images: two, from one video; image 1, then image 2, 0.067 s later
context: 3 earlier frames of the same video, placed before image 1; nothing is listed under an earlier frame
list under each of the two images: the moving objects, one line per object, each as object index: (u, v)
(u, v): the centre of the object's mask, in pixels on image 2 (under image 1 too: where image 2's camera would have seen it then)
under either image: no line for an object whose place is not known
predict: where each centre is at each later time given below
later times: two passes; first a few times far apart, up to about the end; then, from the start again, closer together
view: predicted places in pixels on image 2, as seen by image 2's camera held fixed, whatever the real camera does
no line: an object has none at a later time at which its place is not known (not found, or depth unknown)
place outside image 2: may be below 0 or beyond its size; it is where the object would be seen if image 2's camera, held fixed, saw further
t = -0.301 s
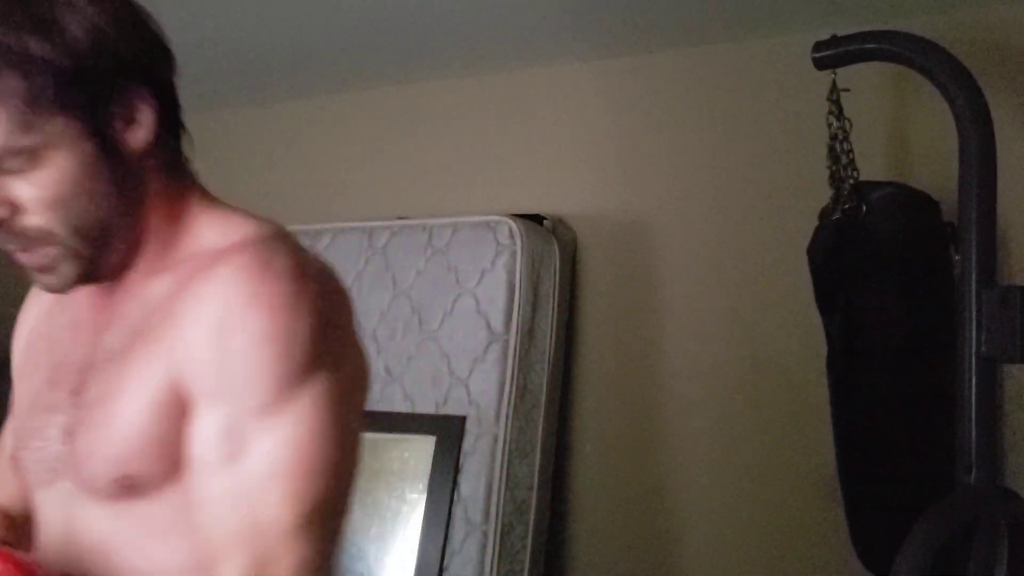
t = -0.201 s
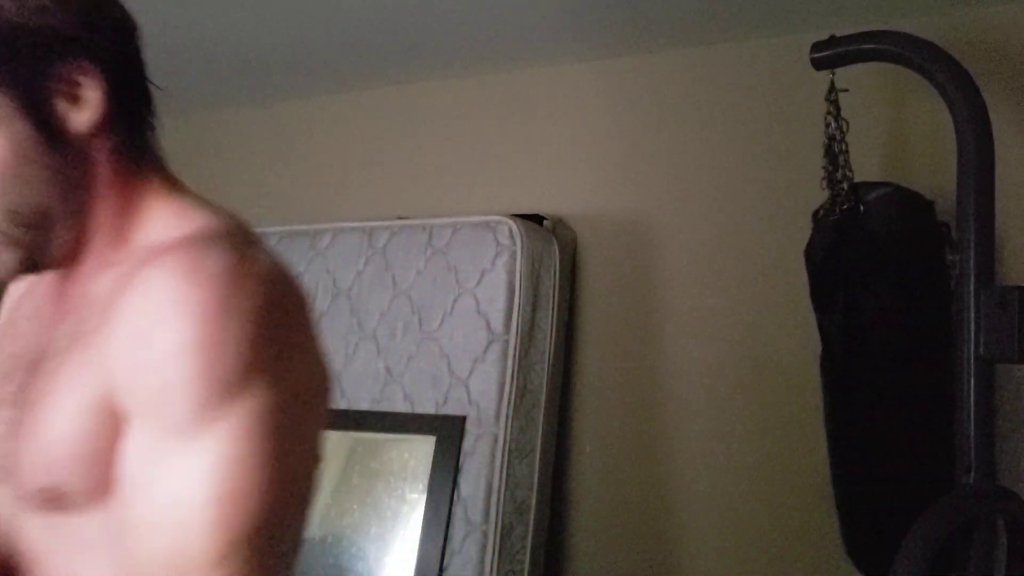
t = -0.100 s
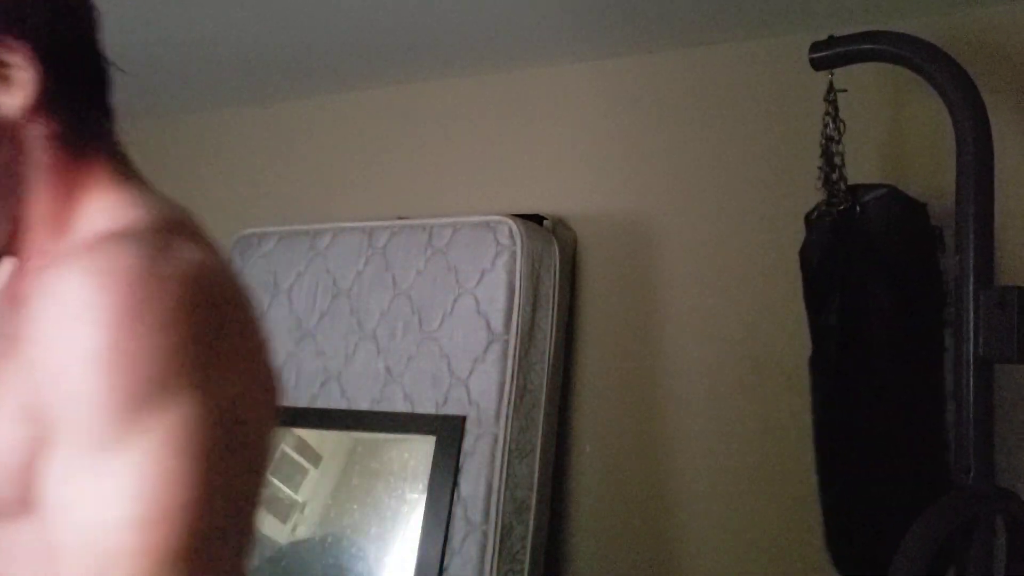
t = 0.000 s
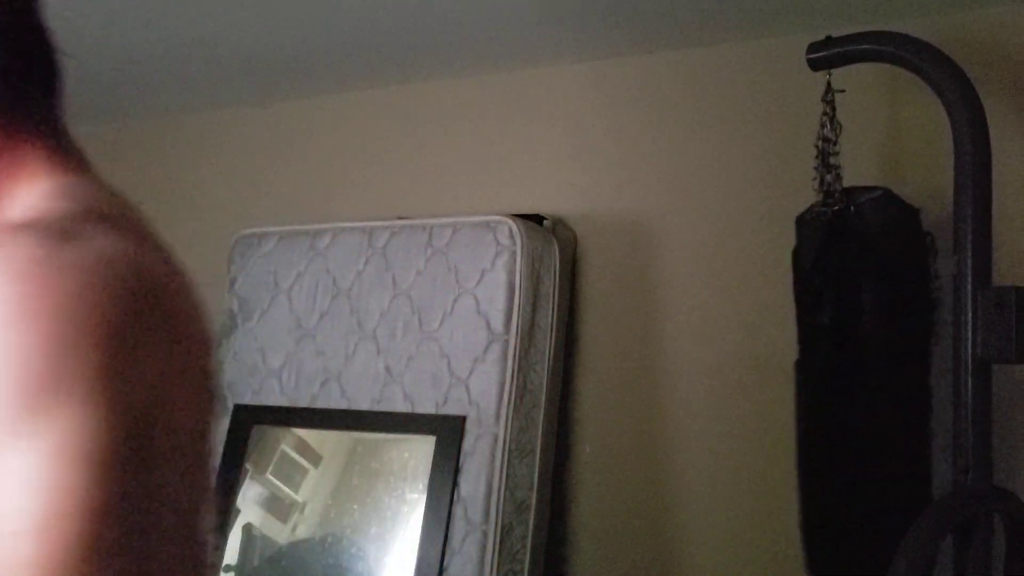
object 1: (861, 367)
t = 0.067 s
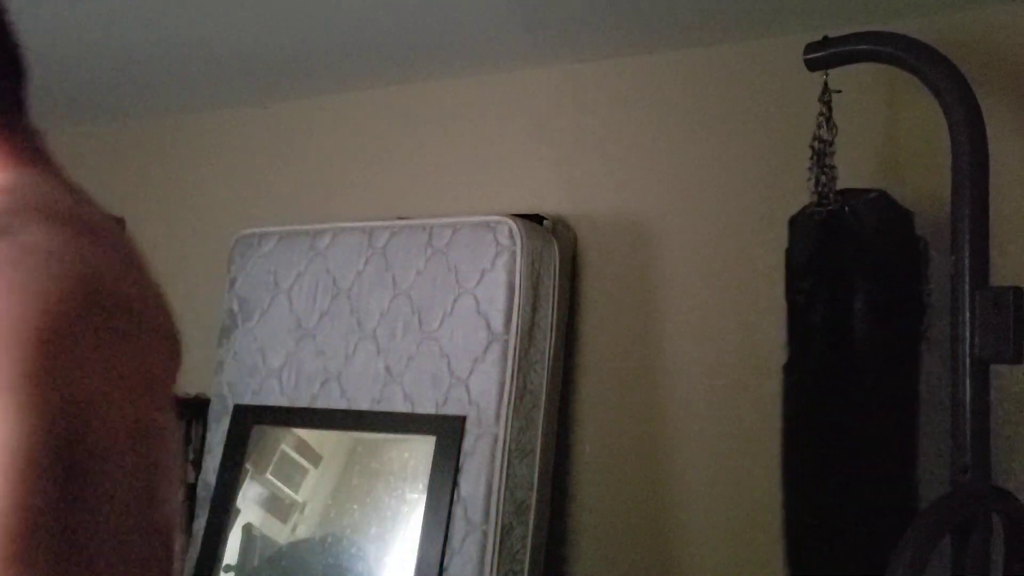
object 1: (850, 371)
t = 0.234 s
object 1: (818, 378)
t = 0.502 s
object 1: (769, 379)
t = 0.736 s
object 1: (745, 378)
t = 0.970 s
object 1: (760, 378)
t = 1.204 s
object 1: (803, 377)
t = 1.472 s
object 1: (850, 369)
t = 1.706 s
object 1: (872, 356)
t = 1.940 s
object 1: (875, 355)
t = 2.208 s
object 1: (850, 370)
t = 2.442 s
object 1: (811, 378)
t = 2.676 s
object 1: (772, 377)
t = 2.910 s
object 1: (753, 376)
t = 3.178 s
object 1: (775, 377)
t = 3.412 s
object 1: (816, 378)
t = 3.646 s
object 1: (853, 370)
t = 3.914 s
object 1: (874, 357)
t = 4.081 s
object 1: (874, 357)
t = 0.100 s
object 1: (844, 373)
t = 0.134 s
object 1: (838, 375)
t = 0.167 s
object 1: (832, 376)
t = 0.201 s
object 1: (824, 377)
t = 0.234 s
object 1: (818, 378)
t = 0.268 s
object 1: (811, 378)
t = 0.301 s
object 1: (804, 378)
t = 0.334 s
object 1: (798, 378)
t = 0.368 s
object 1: (792, 378)
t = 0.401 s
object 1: (786, 379)
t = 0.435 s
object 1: (780, 379)
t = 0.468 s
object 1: (774, 379)
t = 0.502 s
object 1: (769, 379)
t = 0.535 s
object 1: (763, 379)
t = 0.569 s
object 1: (757, 379)
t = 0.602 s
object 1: (753, 379)
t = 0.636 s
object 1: (750, 378)
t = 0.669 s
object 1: (748, 378)
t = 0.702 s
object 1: (746, 378)
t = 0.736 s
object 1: (745, 378)
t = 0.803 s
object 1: (745, 378)
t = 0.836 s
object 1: (747, 378)
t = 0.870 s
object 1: (749, 378)
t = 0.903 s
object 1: (752, 378)
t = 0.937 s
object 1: (756, 378)
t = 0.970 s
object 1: (760, 378)
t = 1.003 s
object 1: (765, 378)
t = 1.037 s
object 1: (771, 378)
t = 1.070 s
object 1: (777, 378)
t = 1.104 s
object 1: (784, 377)
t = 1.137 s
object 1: (791, 377)
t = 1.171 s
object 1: (797, 377)
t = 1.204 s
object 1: (803, 377)
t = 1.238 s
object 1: (810, 377)
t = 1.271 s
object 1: (816, 377)
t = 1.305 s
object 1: (822, 376)
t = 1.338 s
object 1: (828, 375)
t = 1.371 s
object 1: (834, 374)
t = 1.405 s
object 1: (839, 372)
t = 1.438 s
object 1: (844, 371)
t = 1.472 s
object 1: (850, 369)
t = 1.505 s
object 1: (854, 367)
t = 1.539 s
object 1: (858, 365)
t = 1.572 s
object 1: (861, 363)
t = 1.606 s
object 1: (865, 360)
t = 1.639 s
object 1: (867, 359)
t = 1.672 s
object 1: (870, 357)
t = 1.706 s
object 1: (872, 356)
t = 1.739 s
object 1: (874, 354)
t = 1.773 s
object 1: (875, 354)
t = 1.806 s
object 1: (876, 353)
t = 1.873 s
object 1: (876, 353)
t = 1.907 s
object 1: (875, 353)
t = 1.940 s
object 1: (875, 355)
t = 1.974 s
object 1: (873, 356)
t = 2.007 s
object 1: (871, 358)
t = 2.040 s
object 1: (868, 360)
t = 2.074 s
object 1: (865, 361)
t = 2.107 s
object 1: (861, 364)
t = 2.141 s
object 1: (858, 366)
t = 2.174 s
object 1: (854, 369)
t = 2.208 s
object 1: (850, 370)
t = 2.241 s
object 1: (845, 373)
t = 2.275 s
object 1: (840, 374)
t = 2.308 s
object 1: (835, 376)
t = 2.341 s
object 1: (829, 377)
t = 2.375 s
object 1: (823, 378)
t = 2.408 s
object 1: (817, 378)
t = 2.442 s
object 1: (811, 378)
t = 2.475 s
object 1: (805, 378)
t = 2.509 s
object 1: (799, 378)
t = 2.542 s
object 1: (793, 379)
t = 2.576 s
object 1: (787, 379)
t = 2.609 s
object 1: (782, 378)
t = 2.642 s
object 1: (776, 378)
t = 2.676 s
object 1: (772, 377)
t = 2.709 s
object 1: (767, 377)
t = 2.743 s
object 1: (763, 377)
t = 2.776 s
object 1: (759, 377)
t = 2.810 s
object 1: (756, 377)
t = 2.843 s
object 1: (754, 377)
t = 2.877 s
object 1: (753, 377)
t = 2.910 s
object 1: (753, 376)
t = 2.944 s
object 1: (753, 376)
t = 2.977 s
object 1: (754, 376)
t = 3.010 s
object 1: (756, 376)
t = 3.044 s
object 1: (759, 376)
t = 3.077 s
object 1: (762, 376)
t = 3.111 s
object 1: (766, 376)
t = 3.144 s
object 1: (770, 377)
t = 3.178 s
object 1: (775, 377)
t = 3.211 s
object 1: (780, 377)
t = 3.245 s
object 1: (786, 377)
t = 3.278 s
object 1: (792, 377)
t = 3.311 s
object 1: (798, 377)
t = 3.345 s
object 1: (804, 378)
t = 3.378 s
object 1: (810, 378)
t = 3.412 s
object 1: (816, 378)
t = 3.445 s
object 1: (822, 377)
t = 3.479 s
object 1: (828, 377)
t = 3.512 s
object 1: (833, 376)
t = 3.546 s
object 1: (838, 375)
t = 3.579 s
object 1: (843, 373)
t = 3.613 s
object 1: (848, 371)
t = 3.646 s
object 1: (853, 370)
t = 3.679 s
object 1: (856, 368)
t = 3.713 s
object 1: (860, 366)
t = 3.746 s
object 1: (863, 364)
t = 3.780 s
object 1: (866, 362)
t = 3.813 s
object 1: (869, 361)
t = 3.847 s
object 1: (871, 359)
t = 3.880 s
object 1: (872, 358)
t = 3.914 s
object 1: (874, 357)
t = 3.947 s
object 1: (875, 357)
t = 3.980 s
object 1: (875, 356)
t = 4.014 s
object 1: (875, 356)
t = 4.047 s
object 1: (875, 357)
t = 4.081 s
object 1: (874, 357)
